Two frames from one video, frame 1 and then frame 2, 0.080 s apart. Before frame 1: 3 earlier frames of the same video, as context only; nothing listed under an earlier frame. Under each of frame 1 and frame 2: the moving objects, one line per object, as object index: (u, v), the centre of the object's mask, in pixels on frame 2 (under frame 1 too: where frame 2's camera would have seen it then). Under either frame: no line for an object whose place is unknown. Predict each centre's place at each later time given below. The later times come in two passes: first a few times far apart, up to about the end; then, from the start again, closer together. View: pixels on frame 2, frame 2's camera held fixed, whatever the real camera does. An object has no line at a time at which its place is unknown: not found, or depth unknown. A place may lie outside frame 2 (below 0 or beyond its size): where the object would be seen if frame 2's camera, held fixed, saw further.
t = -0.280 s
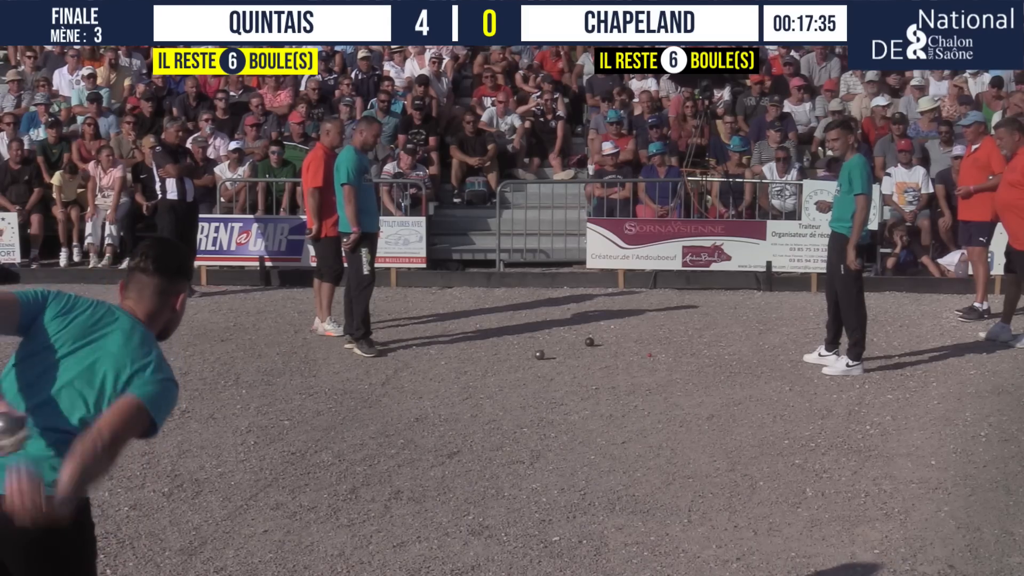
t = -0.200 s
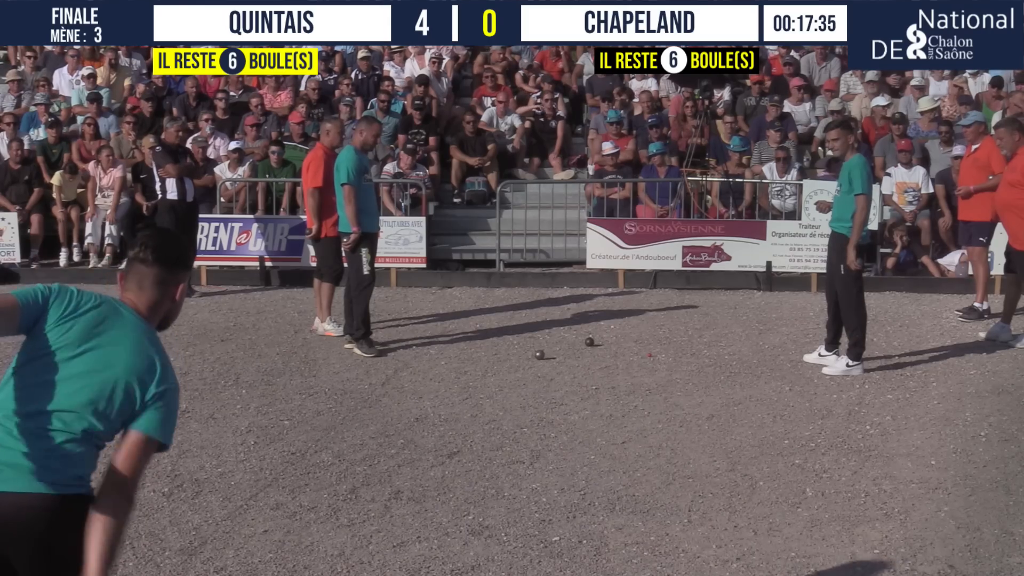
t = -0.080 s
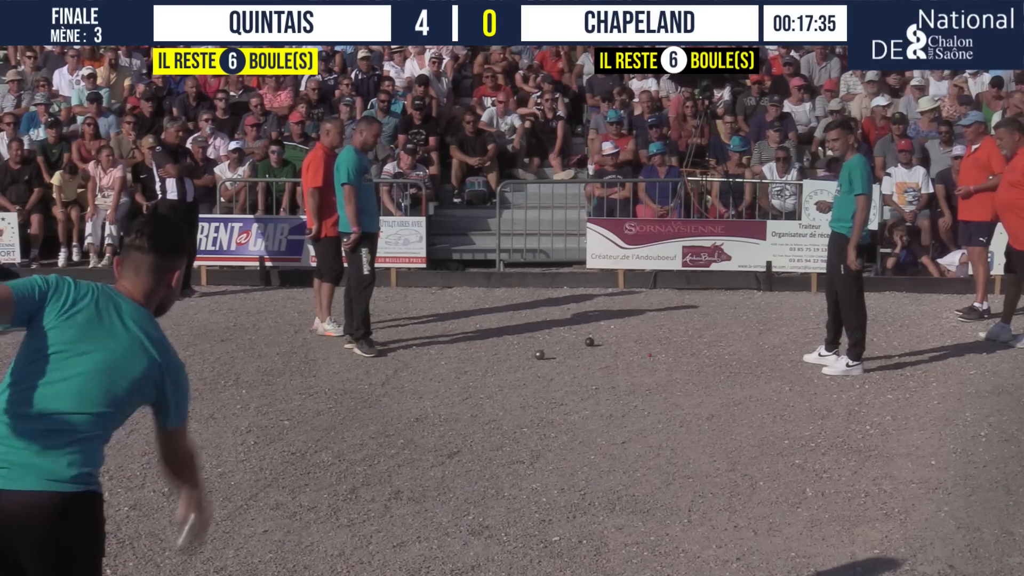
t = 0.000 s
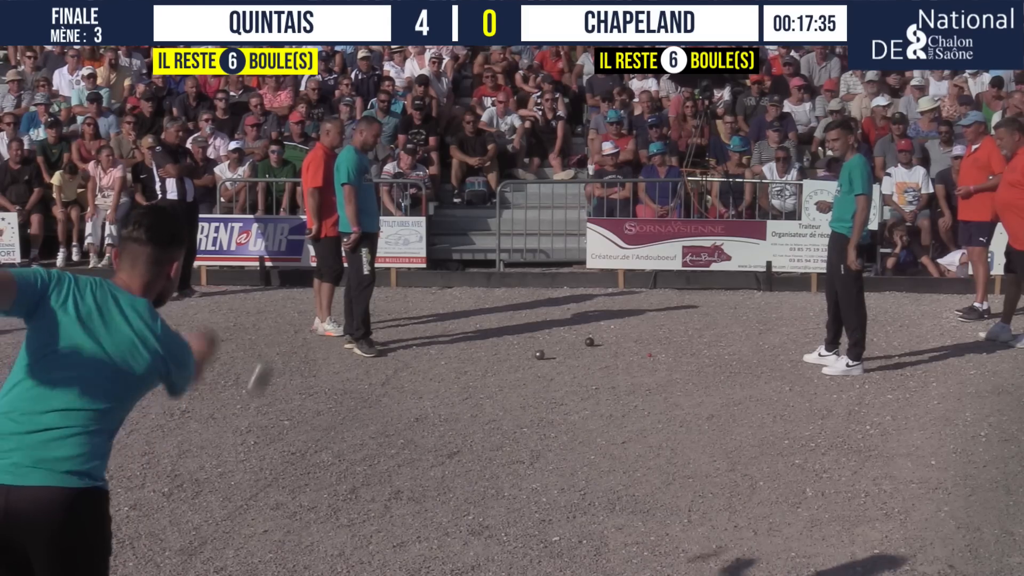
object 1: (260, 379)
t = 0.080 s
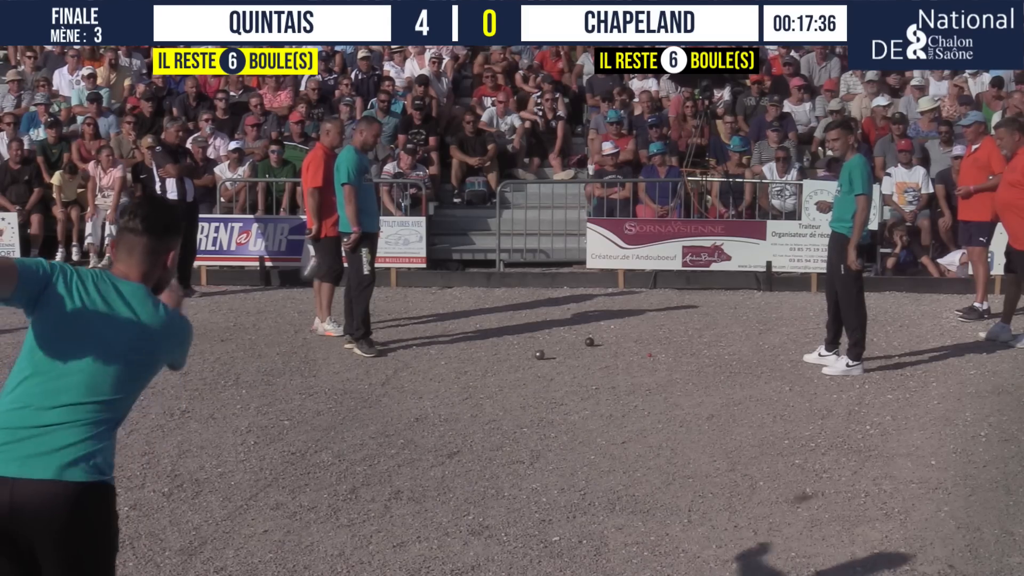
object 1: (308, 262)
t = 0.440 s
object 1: (471, 103)
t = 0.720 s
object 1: (541, 173)
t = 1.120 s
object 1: (611, 330)
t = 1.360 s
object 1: (643, 312)
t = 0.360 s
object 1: (445, 109)
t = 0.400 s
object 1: (460, 105)
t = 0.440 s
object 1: (471, 103)
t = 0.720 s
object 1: (541, 173)
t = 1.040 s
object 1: (595, 332)
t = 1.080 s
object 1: (604, 333)
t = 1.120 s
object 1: (611, 330)
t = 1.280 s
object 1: (631, 316)
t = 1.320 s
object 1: (638, 313)
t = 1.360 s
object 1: (643, 312)
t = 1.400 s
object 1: (644, 309)
